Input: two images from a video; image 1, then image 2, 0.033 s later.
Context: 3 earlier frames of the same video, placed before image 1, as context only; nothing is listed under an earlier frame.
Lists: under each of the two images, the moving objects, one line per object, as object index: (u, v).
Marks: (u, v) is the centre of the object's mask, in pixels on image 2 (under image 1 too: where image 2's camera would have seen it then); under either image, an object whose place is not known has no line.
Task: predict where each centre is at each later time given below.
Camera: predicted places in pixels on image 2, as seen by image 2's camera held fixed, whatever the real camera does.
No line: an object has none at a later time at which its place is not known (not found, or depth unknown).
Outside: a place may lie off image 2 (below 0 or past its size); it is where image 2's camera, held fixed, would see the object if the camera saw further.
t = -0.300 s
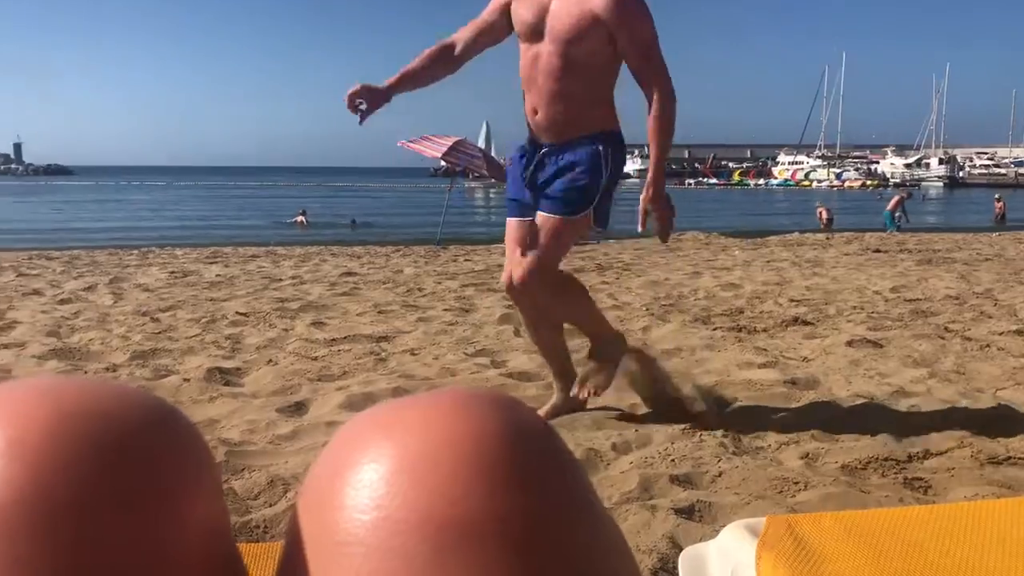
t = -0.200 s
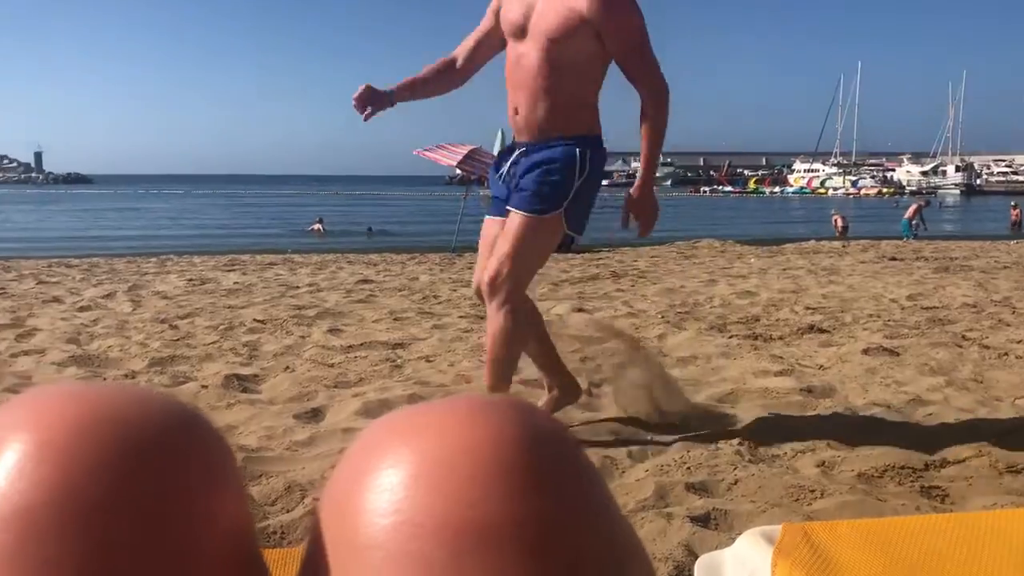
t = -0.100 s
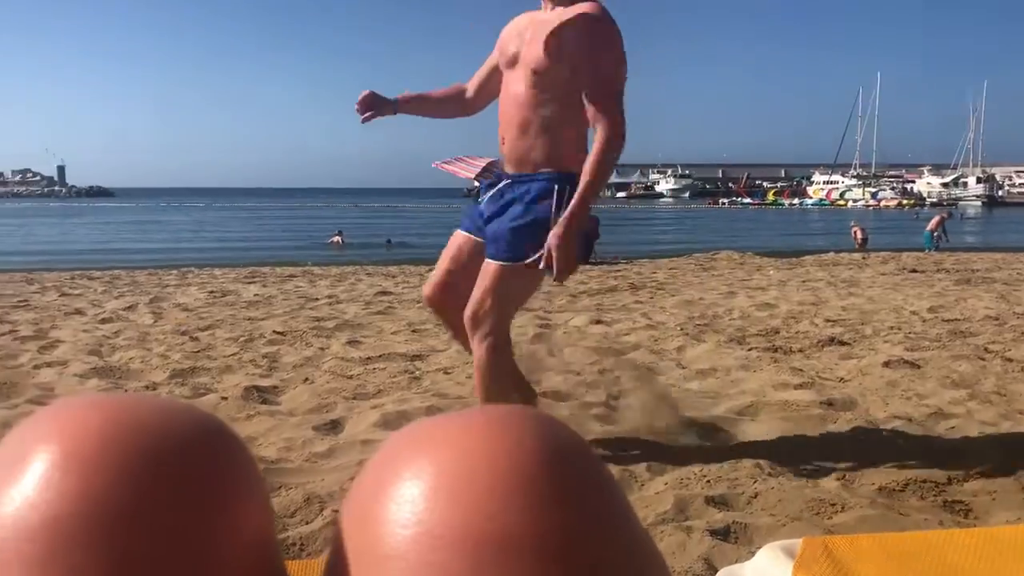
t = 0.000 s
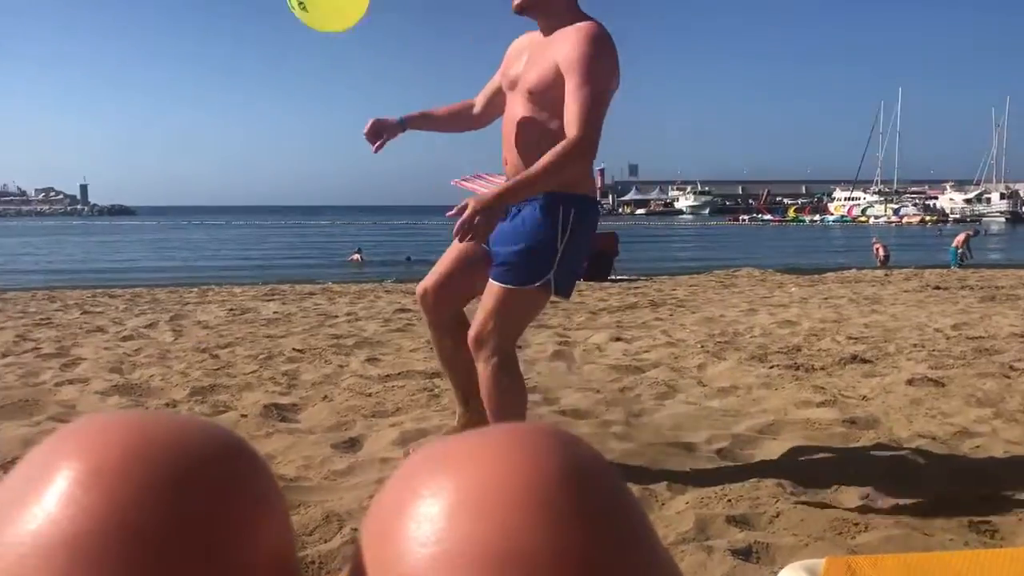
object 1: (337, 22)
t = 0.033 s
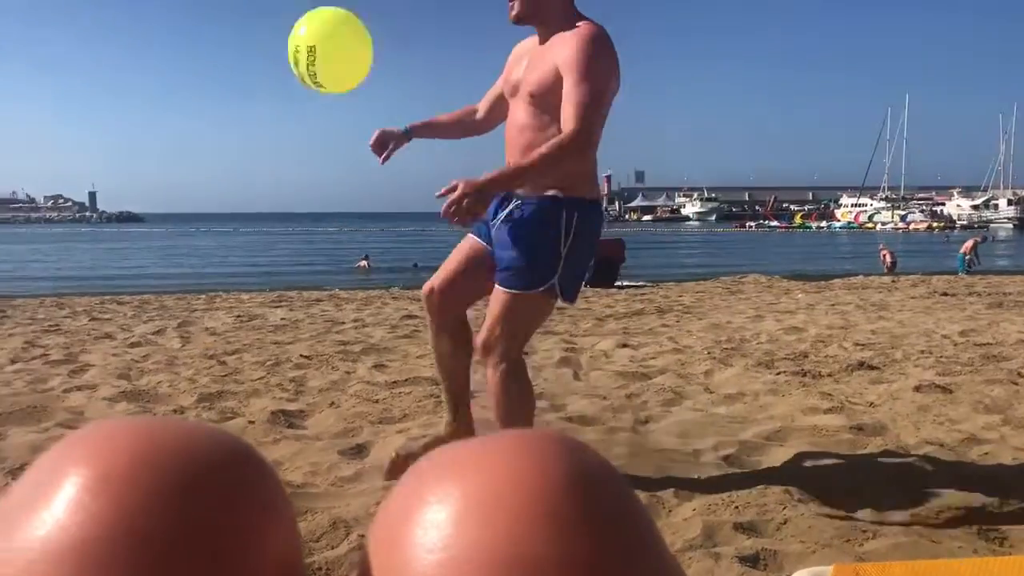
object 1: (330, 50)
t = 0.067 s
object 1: (326, 108)
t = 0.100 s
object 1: (321, 169)
